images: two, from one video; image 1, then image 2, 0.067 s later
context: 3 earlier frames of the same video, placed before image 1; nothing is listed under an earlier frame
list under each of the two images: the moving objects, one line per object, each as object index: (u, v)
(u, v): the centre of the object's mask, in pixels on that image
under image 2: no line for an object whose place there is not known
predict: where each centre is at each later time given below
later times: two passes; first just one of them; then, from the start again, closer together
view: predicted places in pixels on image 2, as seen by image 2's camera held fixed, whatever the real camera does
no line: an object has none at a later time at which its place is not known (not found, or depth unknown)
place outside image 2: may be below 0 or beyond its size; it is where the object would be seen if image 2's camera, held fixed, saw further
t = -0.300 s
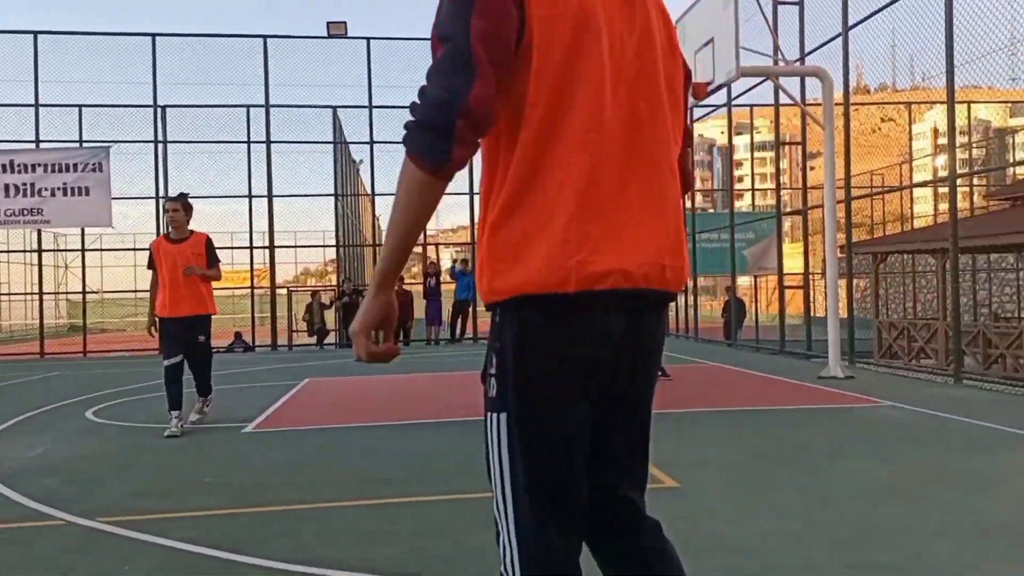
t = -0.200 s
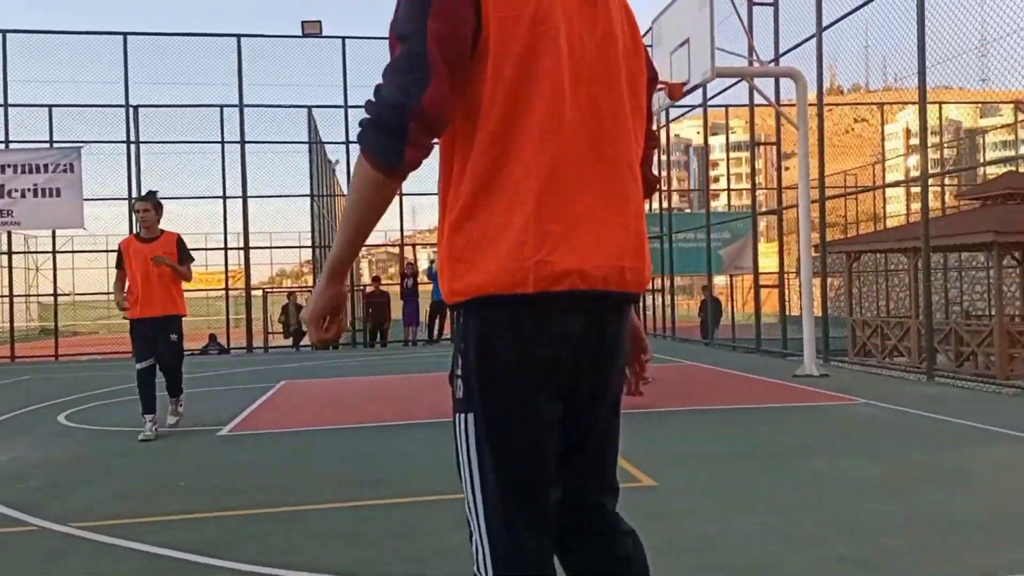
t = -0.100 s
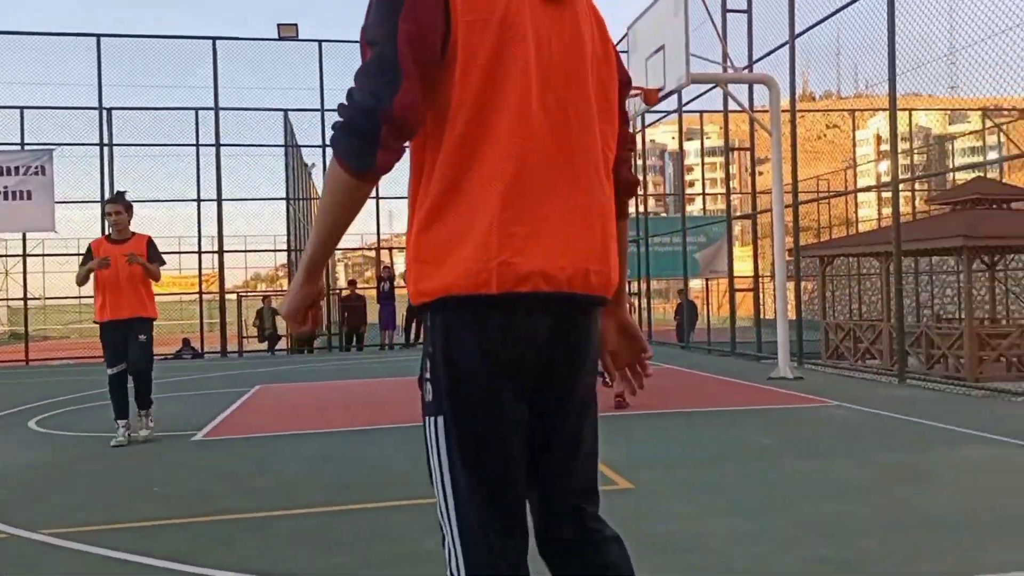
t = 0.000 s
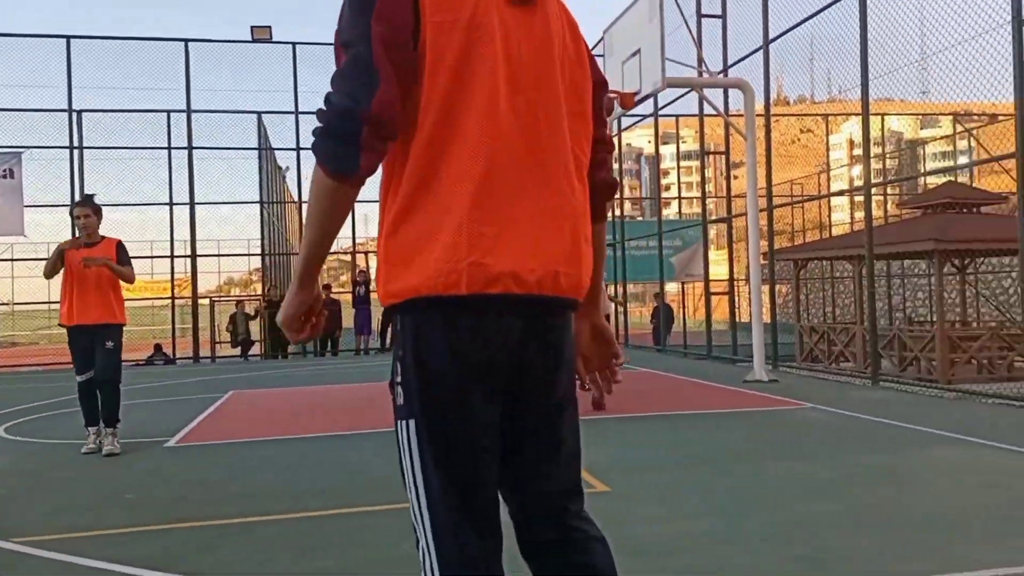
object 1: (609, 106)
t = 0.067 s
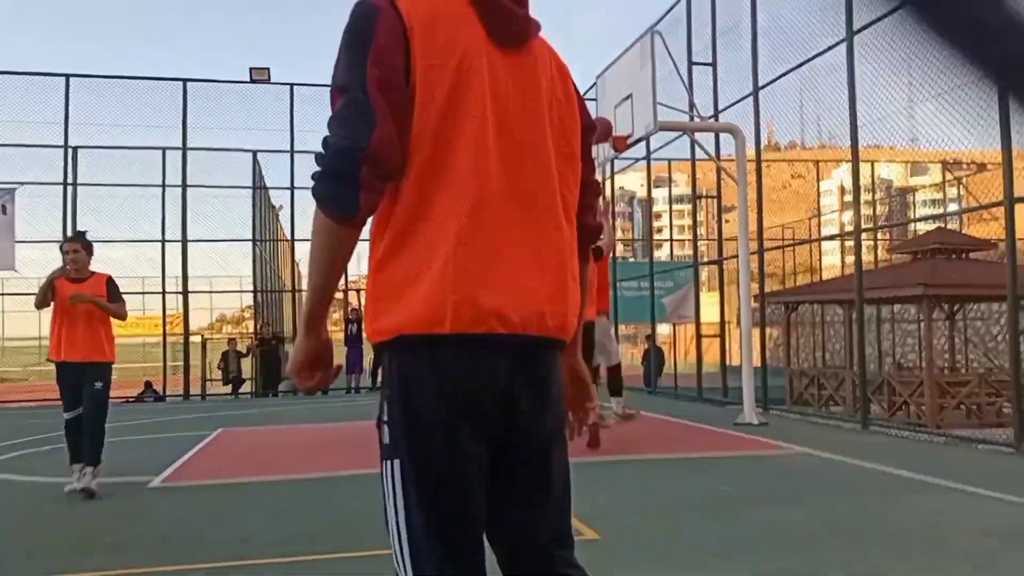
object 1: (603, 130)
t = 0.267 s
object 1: (612, 105)
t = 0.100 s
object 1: (602, 123)
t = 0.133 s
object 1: (605, 116)
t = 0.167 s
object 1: (607, 111)
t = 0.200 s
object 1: (609, 107)
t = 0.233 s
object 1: (611, 105)
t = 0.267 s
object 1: (612, 105)
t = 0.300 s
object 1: (613, 105)
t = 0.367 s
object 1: (614, 106)
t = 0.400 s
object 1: (608, 107)
